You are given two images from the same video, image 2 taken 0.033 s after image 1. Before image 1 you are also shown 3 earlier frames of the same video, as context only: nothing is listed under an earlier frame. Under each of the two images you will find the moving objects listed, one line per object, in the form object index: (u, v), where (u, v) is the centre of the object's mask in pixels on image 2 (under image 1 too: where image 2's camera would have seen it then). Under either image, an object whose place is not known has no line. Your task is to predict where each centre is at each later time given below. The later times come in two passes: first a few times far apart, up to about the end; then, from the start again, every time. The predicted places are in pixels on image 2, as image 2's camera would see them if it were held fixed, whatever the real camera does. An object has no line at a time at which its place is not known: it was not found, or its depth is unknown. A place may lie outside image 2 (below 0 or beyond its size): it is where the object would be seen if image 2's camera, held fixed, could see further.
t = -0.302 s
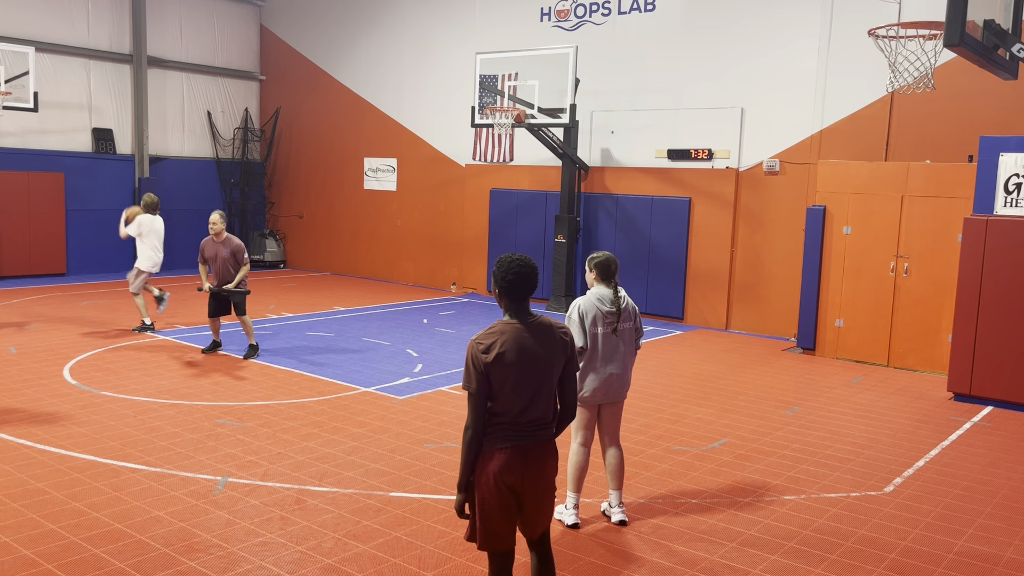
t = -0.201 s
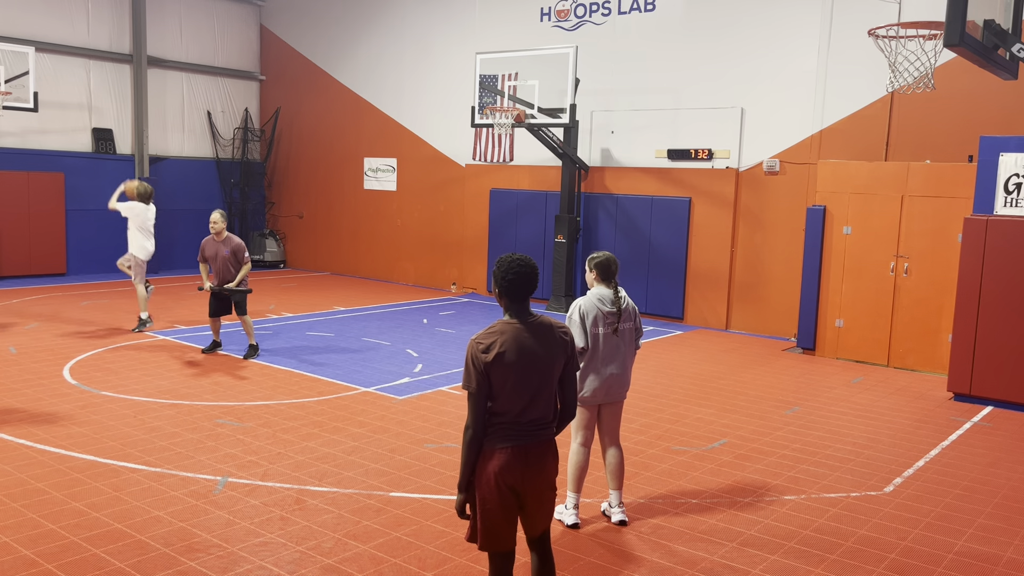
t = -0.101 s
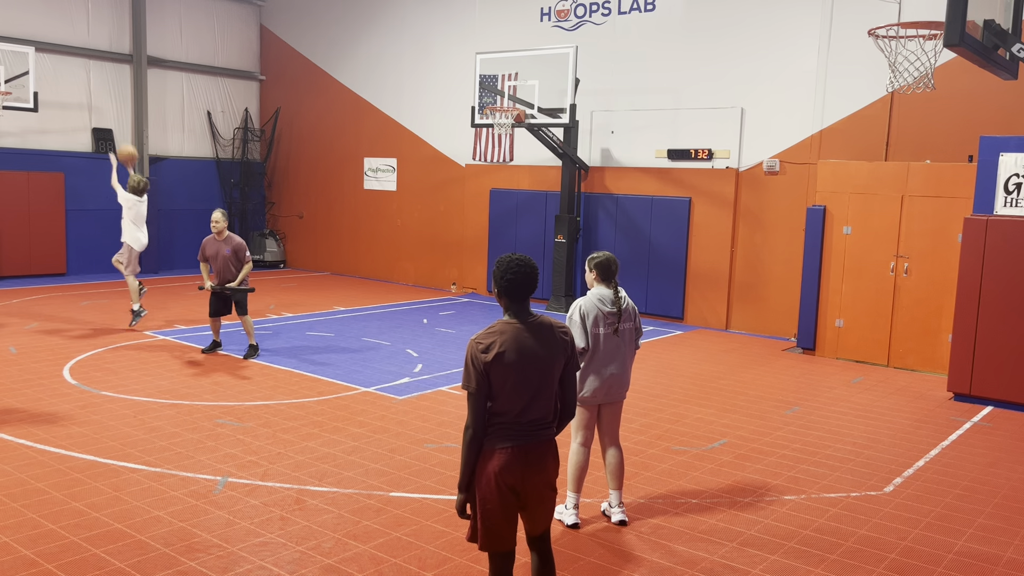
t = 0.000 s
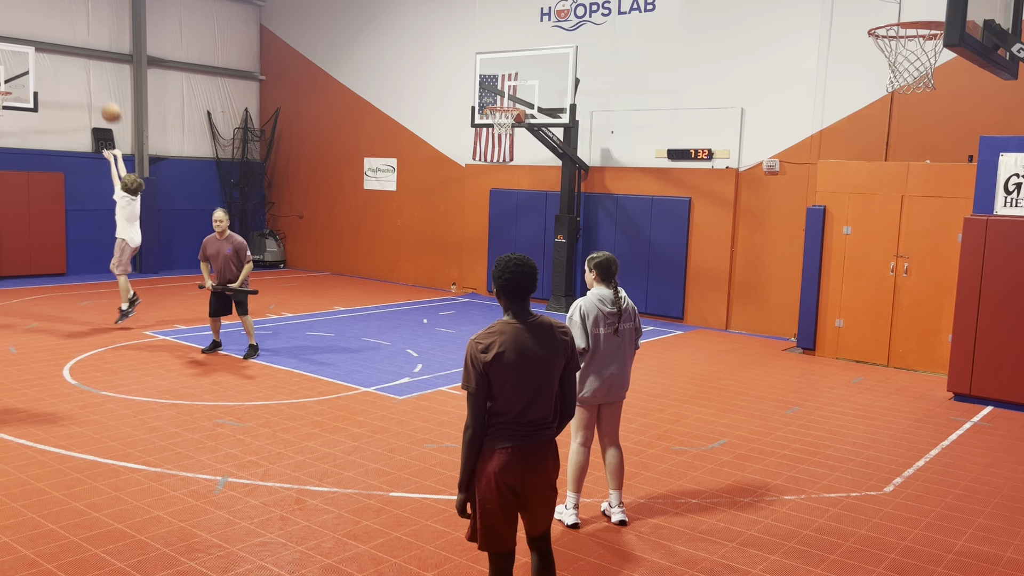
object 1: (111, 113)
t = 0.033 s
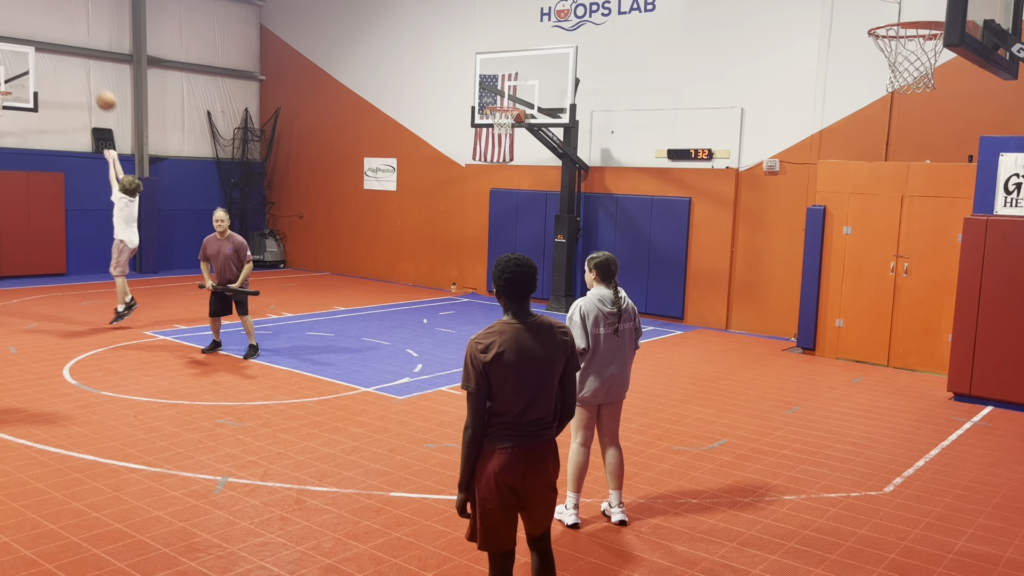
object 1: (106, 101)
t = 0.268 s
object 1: (71, 45)
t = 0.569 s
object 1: (32, 36)
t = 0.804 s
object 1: (7, 72)
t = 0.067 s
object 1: (101, 90)
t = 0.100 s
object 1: (96, 80)
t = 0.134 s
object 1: (90, 71)
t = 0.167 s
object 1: (85, 63)
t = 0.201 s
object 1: (81, 56)
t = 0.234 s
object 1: (76, 50)
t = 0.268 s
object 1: (71, 45)
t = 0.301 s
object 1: (67, 40)
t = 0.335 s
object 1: (62, 37)
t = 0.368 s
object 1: (57, 34)
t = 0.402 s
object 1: (53, 33)
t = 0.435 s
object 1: (49, 32)
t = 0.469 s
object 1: (45, 32)
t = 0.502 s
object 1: (40, 33)
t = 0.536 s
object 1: (37, 34)
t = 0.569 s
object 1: (32, 36)
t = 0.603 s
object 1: (28, 39)
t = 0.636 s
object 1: (25, 43)
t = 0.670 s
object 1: (21, 47)
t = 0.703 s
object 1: (17, 53)
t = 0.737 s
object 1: (14, 59)
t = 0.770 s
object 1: (10, 65)
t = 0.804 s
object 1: (7, 72)
